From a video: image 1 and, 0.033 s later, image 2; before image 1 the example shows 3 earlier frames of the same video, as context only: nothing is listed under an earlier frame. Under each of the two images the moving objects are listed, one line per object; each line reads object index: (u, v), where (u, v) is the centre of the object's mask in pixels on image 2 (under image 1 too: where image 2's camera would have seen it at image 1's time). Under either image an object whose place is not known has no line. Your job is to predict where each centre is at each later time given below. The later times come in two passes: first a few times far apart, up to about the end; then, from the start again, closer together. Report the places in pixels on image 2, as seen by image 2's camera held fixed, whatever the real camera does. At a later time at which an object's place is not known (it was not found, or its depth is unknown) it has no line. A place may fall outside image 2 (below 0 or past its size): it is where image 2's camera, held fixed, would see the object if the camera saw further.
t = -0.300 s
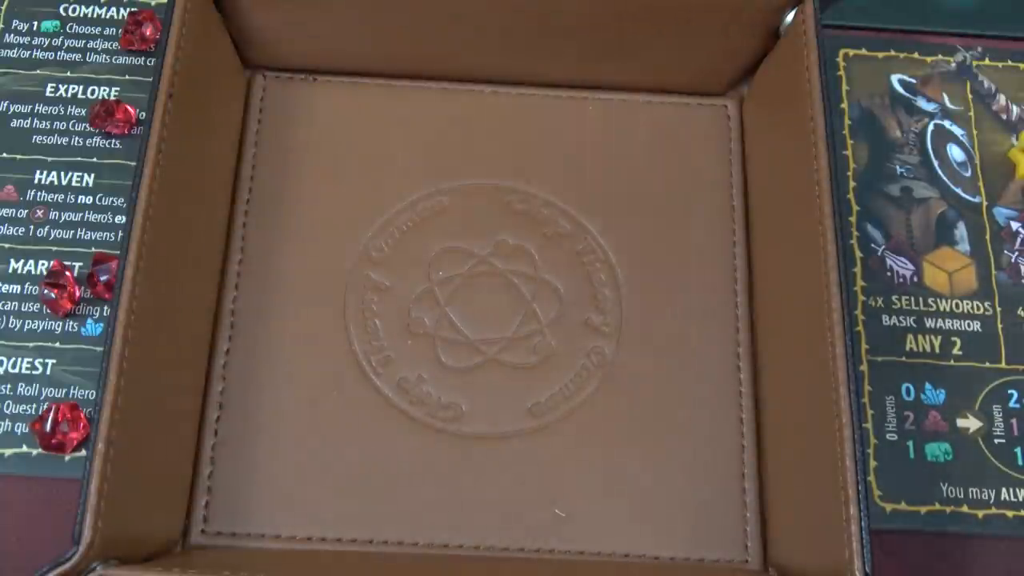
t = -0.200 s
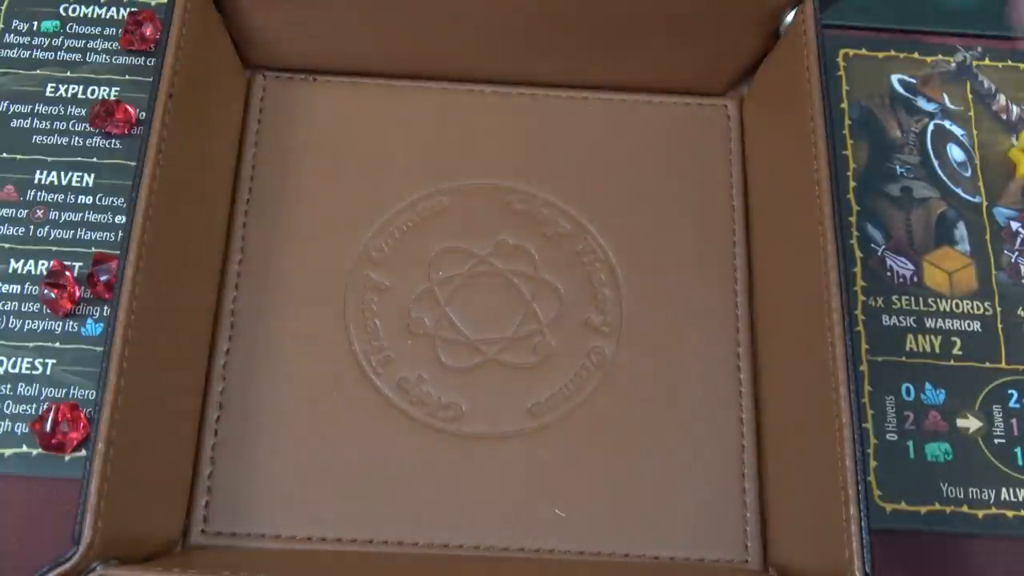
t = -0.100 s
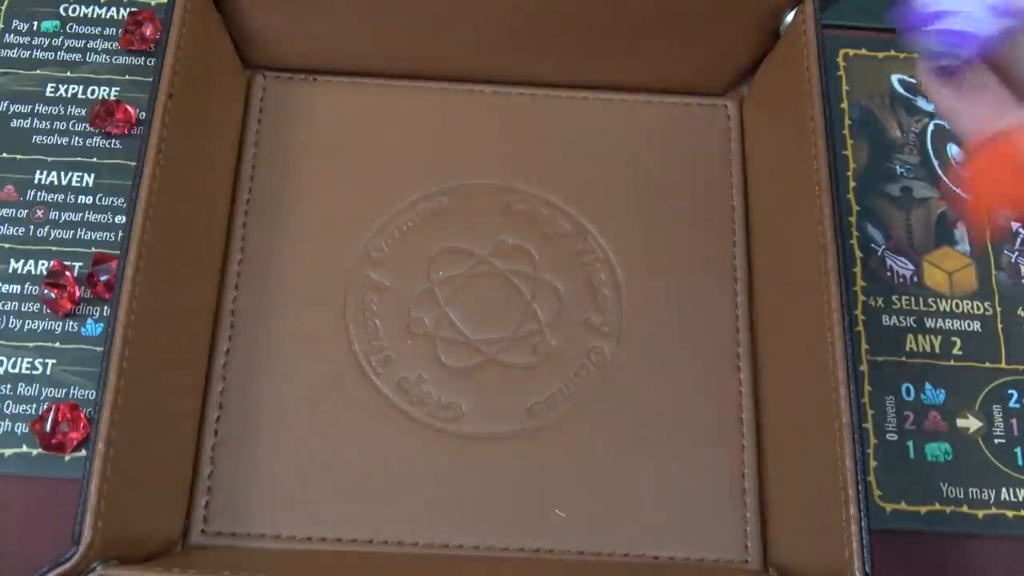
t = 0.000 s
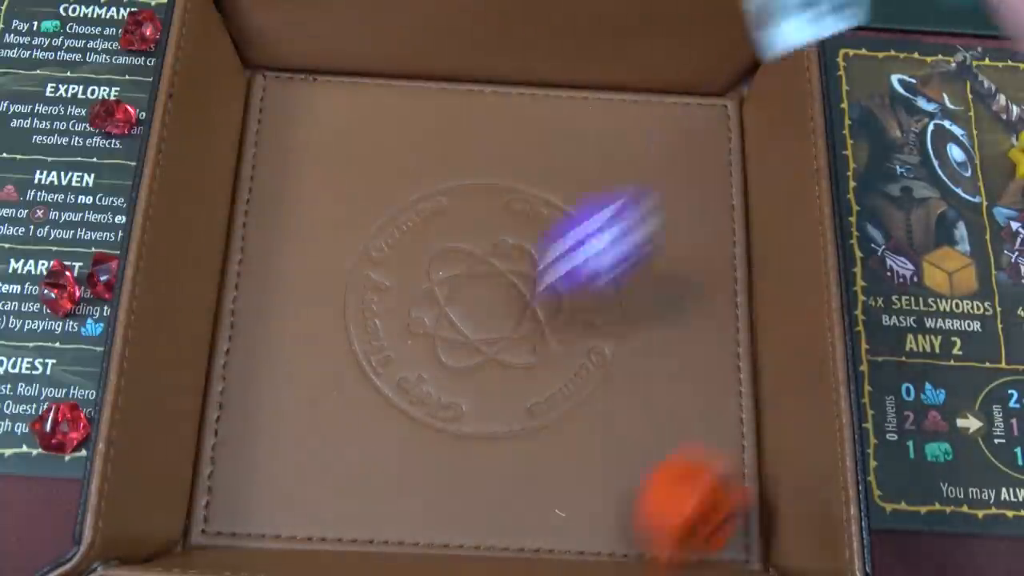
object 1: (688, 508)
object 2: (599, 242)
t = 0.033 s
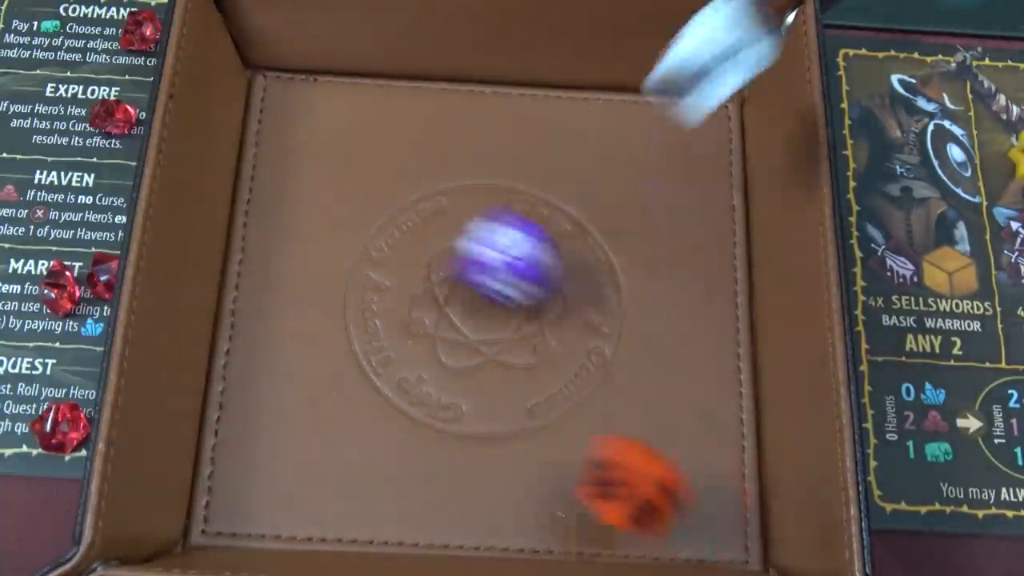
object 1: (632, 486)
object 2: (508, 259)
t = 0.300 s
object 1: (244, 339)
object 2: (306, 213)
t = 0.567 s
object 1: (257, 322)
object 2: (306, 213)
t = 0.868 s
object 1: (257, 322)
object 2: (306, 214)
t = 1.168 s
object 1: (257, 322)
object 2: (306, 214)
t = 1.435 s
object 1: (257, 322)
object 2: (306, 214)
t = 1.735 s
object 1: (257, 322)
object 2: (306, 214)
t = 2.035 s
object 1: (257, 322)
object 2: (306, 214)
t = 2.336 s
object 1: (257, 322)
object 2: (306, 214)
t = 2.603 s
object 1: (257, 322)
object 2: (306, 214)
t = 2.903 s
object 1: (257, 322)
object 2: (306, 214)
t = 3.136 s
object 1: (257, 322)
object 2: (306, 214)
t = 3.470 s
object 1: (257, 322)
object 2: (306, 214)
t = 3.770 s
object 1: (257, 322)
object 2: (306, 214)
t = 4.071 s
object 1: (257, 322)
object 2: (306, 214)
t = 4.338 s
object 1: (257, 322)
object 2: (306, 214)
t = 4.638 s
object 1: (257, 322)
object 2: (306, 214)
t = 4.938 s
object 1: (257, 322)
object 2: (306, 214)
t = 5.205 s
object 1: (257, 322)
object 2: (306, 213)
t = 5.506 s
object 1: (257, 322)
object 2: (306, 213)
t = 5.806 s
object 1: (257, 322)
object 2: (306, 213)
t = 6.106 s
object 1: (257, 322)
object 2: (306, 213)
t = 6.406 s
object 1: (257, 322)
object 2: (306, 213)
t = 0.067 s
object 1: (574, 450)
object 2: (429, 227)
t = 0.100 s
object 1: (515, 430)
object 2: (347, 217)
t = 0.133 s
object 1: (451, 414)
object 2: (268, 209)
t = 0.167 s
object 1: (395, 391)
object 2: (244, 203)
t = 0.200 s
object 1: (350, 374)
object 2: (265, 215)
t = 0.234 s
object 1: (298, 359)
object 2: (287, 215)
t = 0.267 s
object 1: (262, 351)
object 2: (302, 213)
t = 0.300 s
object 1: (244, 339)
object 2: (306, 213)
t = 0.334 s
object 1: (243, 327)
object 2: (306, 213)
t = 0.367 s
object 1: (254, 322)
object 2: (306, 213)
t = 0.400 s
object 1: (257, 322)
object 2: (306, 213)
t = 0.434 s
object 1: (256, 322)
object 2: (306, 213)
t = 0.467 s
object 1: (257, 322)
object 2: (306, 213)
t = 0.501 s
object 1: (256, 322)
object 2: (306, 213)
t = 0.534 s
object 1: (256, 322)
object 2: (306, 213)
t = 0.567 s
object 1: (257, 322)
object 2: (306, 213)
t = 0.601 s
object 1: (256, 322)
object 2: (306, 213)
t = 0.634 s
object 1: (256, 322)
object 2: (306, 213)
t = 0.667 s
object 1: (256, 322)
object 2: (306, 213)
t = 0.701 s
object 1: (256, 322)
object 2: (306, 213)
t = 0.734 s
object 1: (256, 322)
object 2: (306, 213)
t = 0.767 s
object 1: (256, 322)
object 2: (306, 213)
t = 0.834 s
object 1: (257, 322)
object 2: (306, 214)
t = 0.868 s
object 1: (257, 322)
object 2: (306, 214)
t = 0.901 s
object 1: (257, 322)
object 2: (306, 214)
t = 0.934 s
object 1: (257, 322)
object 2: (306, 214)
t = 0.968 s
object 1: (257, 322)
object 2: (306, 214)
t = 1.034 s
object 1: (257, 322)
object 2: (306, 214)
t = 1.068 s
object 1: (257, 322)
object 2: (306, 214)
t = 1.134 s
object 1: (257, 322)
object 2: (306, 214)
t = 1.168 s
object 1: (257, 322)
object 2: (306, 214)
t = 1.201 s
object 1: (257, 322)
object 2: (306, 214)
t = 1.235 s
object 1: (257, 322)
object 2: (306, 214)
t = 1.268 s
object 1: (256, 321)
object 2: (306, 213)
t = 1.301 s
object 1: (257, 322)
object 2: (306, 214)
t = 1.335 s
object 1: (257, 322)
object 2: (306, 214)
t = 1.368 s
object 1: (257, 322)
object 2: (306, 214)
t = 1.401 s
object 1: (257, 322)
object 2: (306, 214)
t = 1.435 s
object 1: (257, 322)
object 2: (306, 214)
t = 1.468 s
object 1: (257, 322)
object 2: (306, 214)
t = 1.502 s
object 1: (257, 322)
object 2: (306, 214)
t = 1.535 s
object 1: (257, 322)
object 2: (306, 214)
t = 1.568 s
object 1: (257, 322)
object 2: (306, 214)
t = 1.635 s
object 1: (257, 322)
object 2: (306, 214)
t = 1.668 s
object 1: (257, 322)
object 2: (306, 214)
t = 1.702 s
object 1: (257, 322)
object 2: (306, 214)
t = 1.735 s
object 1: (257, 322)
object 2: (306, 214)
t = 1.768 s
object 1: (257, 322)
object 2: (306, 214)
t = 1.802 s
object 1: (257, 322)
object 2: (306, 214)
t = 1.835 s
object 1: (257, 322)
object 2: (306, 214)
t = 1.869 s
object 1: (257, 322)
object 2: (306, 214)
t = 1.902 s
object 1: (257, 322)
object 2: (306, 214)
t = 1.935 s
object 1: (257, 322)
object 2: (306, 214)
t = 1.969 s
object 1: (257, 322)
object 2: (306, 214)
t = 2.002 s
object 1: (257, 322)
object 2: (306, 214)
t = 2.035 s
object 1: (257, 322)
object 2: (306, 214)
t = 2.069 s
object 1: (257, 322)
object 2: (306, 214)
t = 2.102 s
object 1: (257, 322)
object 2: (306, 214)
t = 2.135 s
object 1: (257, 322)
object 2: (306, 214)
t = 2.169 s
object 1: (257, 322)
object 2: (306, 214)
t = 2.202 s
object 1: (257, 322)
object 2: (306, 214)
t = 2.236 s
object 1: (257, 322)
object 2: (306, 214)
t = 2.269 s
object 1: (257, 322)
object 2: (306, 214)
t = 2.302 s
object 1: (257, 322)
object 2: (306, 214)
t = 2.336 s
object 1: (257, 322)
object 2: (306, 214)
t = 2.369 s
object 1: (257, 322)
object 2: (306, 214)
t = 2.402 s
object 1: (257, 322)
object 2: (306, 214)
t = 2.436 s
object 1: (257, 322)
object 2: (306, 214)
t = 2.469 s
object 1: (257, 322)
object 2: (306, 214)
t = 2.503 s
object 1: (257, 322)
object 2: (306, 214)
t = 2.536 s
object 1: (257, 322)
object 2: (306, 214)
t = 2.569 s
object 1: (257, 322)
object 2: (306, 214)
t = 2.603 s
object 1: (257, 322)
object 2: (306, 214)
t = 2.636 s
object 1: (257, 322)
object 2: (306, 214)
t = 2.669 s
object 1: (257, 322)
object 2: (306, 214)
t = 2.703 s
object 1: (257, 322)
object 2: (306, 214)
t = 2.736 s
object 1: (257, 322)
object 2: (306, 214)
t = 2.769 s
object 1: (257, 322)
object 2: (306, 214)
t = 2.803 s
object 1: (257, 322)
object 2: (306, 214)
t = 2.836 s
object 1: (257, 322)
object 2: (306, 214)
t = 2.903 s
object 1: (257, 322)
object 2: (306, 214)
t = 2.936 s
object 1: (257, 322)
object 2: (306, 214)
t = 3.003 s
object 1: (257, 322)
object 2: (306, 214)
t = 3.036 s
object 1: (257, 322)
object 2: (306, 214)
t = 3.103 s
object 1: (257, 322)
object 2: (306, 214)
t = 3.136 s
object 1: (257, 322)
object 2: (306, 214)
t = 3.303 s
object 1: (257, 322)
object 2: (306, 214)
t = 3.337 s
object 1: (257, 322)
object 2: (306, 214)
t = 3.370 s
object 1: (257, 322)
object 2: (306, 214)
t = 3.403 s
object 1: (257, 322)
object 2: (306, 214)
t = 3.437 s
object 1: (257, 322)
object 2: (306, 214)
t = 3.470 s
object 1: (257, 322)
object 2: (306, 214)
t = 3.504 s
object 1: (257, 322)
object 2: (306, 214)
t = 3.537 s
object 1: (257, 322)
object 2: (306, 214)
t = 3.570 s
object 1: (257, 322)
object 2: (306, 214)
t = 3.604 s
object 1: (257, 322)
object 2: (306, 214)
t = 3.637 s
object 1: (257, 322)
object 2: (306, 214)
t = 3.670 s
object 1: (257, 322)
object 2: (306, 214)
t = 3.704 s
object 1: (257, 322)
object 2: (306, 214)
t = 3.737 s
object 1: (257, 322)
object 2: (306, 214)
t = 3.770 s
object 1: (257, 322)
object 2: (306, 214)
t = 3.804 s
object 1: (257, 322)
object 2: (306, 214)
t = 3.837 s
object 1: (257, 322)
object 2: (306, 214)
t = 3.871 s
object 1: (257, 322)
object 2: (306, 214)
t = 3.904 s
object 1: (257, 322)
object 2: (306, 214)
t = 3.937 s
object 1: (257, 322)
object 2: (306, 214)
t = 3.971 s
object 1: (257, 322)
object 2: (306, 214)
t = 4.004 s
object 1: (257, 322)
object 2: (306, 214)
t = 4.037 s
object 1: (257, 322)
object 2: (306, 214)
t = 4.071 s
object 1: (257, 322)
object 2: (306, 214)
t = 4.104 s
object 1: (257, 322)
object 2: (306, 214)
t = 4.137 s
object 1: (257, 322)
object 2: (306, 214)
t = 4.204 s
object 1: (257, 322)
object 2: (306, 214)
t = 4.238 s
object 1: (257, 322)
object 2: (306, 214)
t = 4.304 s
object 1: (257, 322)
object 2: (306, 214)
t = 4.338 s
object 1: (257, 322)
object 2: (306, 214)
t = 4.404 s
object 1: (257, 322)
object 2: (306, 214)
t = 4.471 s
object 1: (257, 322)
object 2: (306, 214)
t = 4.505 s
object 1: (257, 322)
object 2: (306, 214)
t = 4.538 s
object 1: (257, 322)
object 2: (306, 214)
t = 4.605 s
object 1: (257, 322)
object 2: (306, 214)
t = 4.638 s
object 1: (257, 322)
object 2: (306, 214)
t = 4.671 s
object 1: (257, 322)
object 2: (306, 214)
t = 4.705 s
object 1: (257, 322)
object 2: (306, 214)
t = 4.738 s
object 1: (257, 322)
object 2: (306, 214)
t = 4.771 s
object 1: (257, 322)
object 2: (306, 214)
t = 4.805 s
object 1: (257, 322)
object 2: (306, 214)
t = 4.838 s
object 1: (257, 322)
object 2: (306, 214)
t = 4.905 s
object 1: (257, 322)
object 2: (306, 214)
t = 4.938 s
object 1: (257, 322)
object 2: (306, 214)
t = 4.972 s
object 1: (257, 322)
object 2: (306, 214)
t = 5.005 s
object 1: (257, 322)
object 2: (306, 214)
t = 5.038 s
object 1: (257, 322)
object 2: (306, 214)
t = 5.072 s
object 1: (257, 322)
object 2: (306, 214)
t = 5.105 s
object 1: (257, 322)
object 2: (306, 214)
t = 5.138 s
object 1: (257, 322)
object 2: (306, 213)
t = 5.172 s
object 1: (257, 322)
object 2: (306, 213)
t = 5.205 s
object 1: (257, 322)
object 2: (306, 213)
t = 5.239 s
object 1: (257, 322)
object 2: (306, 214)
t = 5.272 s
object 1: (257, 322)
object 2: (306, 214)
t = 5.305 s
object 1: (257, 322)
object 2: (306, 213)
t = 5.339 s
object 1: (257, 322)
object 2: (306, 213)
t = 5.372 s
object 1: (257, 322)
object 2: (306, 213)
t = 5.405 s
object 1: (257, 322)
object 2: (306, 213)
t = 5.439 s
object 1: (257, 322)
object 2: (306, 213)
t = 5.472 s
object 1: (257, 322)
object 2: (306, 213)
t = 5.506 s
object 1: (257, 322)
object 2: (306, 213)
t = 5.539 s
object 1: (257, 322)
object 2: (306, 213)
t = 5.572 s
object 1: (257, 322)
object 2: (306, 213)
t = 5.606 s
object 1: (257, 322)
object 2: (306, 213)
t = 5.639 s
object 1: (257, 322)
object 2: (306, 213)
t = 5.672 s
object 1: (257, 322)
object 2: (306, 213)
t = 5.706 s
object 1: (257, 322)
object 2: (306, 213)
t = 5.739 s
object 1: (257, 322)
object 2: (306, 213)
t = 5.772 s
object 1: (257, 322)
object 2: (306, 213)
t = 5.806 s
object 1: (257, 322)
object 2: (306, 213)
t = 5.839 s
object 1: (257, 322)
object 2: (306, 213)
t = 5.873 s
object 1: (257, 322)
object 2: (306, 213)
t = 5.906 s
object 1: (257, 322)
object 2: (306, 213)
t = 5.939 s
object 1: (257, 322)
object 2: (306, 213)
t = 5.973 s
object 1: (257, 322)
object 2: (306, 213)
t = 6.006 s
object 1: (257, 322)
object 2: (306, 213)
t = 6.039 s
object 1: (257, 322)
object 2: (306, 213)
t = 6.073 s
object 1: (257, 322)
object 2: (306, 213)
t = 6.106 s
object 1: (257, 322)
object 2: (306, 213)
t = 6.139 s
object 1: (257, 322)
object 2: (306, 213)
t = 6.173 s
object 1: (257, 322)
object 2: (306, 213)
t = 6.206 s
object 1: (257, 322)
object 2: (306, 213)
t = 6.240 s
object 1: (257, 322)
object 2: (306, 213)
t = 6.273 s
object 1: (257, 322)
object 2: (306, 213)
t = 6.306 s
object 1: (257, 322)
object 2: (306, 213)
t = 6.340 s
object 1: (257, 322)
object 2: (306, 213)
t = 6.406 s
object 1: (257, 322)
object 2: (306, 213)
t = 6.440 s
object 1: (257, 322)
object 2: (306, 213)
